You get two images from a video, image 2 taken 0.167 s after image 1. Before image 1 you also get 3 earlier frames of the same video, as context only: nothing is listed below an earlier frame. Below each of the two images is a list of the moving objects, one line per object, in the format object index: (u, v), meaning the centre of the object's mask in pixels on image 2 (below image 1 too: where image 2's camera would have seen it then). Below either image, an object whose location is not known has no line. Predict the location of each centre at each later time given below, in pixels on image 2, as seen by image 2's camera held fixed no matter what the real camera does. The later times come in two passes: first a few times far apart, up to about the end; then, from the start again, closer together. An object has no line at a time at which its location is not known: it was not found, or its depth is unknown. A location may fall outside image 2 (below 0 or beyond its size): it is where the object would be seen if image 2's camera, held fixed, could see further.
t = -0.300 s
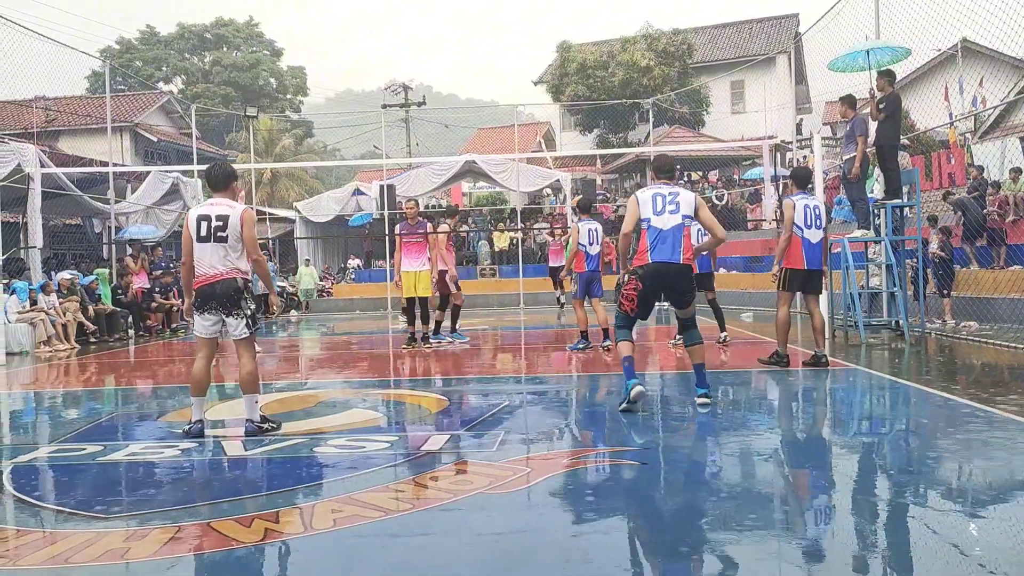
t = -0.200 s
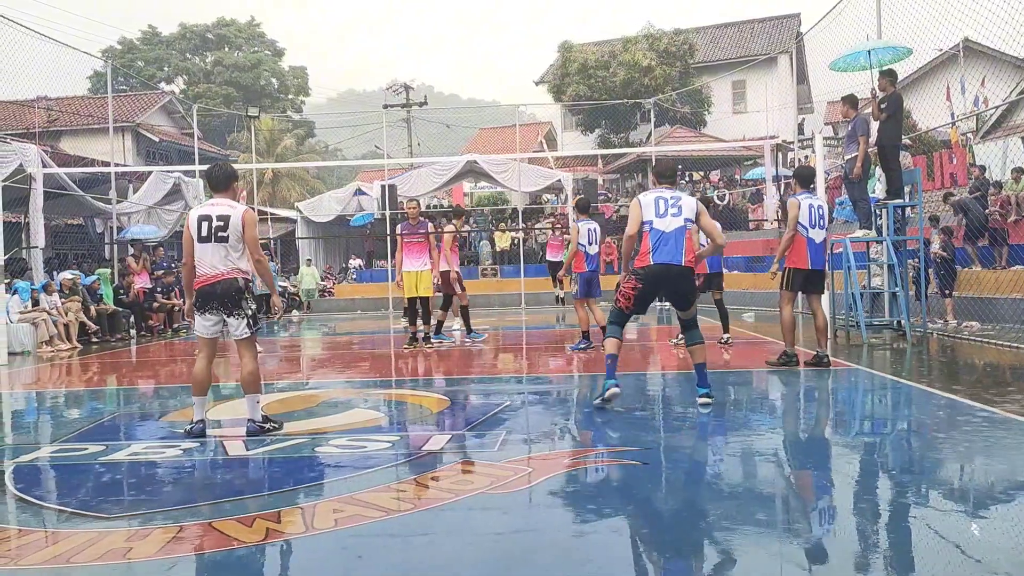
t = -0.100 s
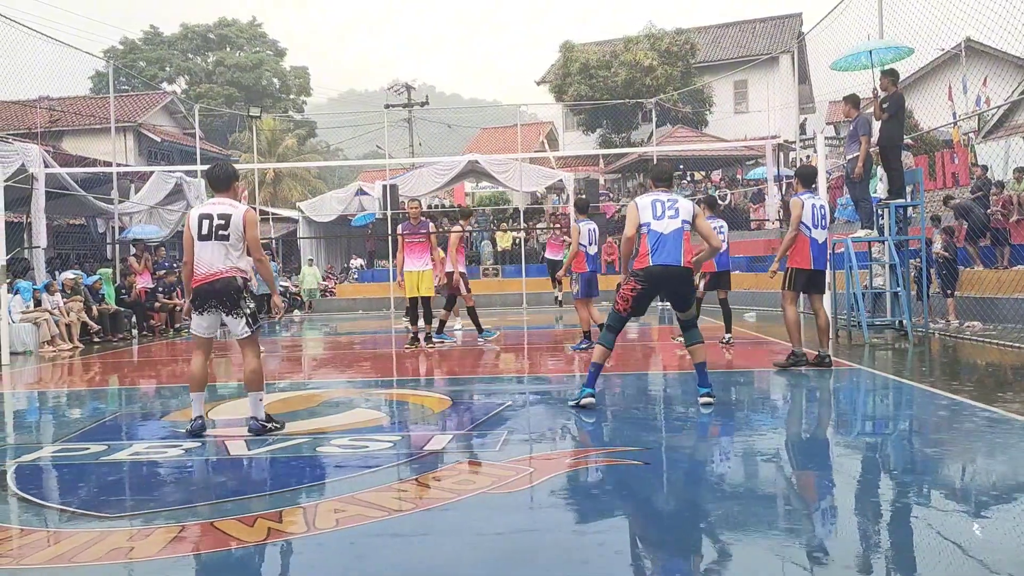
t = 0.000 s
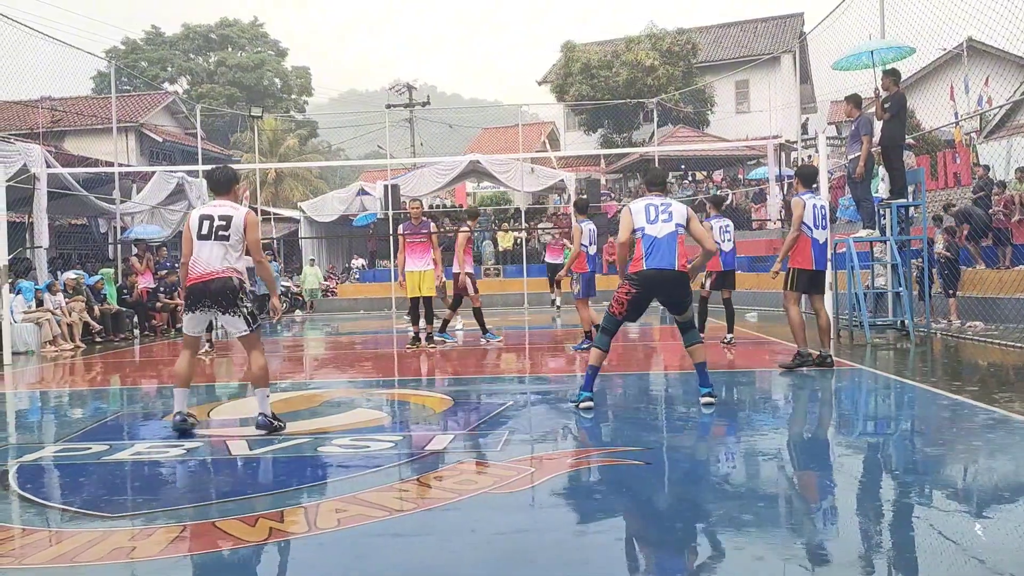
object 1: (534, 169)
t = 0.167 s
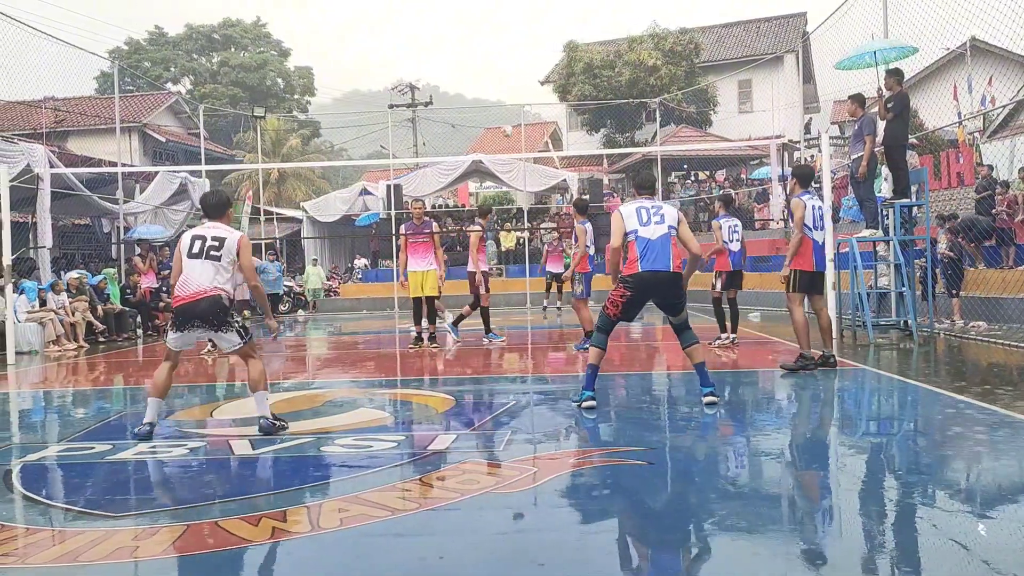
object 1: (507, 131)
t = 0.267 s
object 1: (489, 111)
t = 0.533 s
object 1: (421, 73)
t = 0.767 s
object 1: (320, 75)
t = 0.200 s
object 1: (501, 124)
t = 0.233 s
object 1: (495, 117)
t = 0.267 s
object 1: (489, 111)
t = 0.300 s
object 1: (482, 106)
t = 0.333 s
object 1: (475, 99)
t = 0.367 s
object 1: (467, 93)
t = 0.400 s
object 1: (459, 88)
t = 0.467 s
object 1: (440, 79)
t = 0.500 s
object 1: (431, 76)
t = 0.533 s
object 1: (421, 73)
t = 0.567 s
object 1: (410, 70)
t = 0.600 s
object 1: (398, 68)
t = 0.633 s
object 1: (385, 67)
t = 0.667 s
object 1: (371, 67)
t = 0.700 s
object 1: (356, 68)
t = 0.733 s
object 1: (340, 71)
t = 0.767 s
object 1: (320, 75)
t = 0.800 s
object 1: (302, 79)
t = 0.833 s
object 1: (279, 88)
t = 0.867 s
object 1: (256, 98)
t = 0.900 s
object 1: (229, 112)
